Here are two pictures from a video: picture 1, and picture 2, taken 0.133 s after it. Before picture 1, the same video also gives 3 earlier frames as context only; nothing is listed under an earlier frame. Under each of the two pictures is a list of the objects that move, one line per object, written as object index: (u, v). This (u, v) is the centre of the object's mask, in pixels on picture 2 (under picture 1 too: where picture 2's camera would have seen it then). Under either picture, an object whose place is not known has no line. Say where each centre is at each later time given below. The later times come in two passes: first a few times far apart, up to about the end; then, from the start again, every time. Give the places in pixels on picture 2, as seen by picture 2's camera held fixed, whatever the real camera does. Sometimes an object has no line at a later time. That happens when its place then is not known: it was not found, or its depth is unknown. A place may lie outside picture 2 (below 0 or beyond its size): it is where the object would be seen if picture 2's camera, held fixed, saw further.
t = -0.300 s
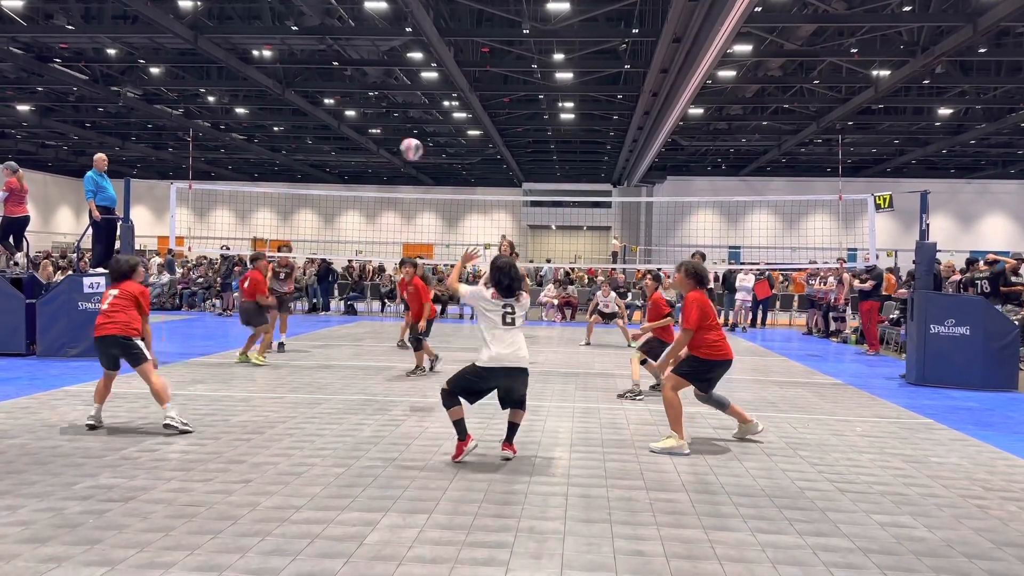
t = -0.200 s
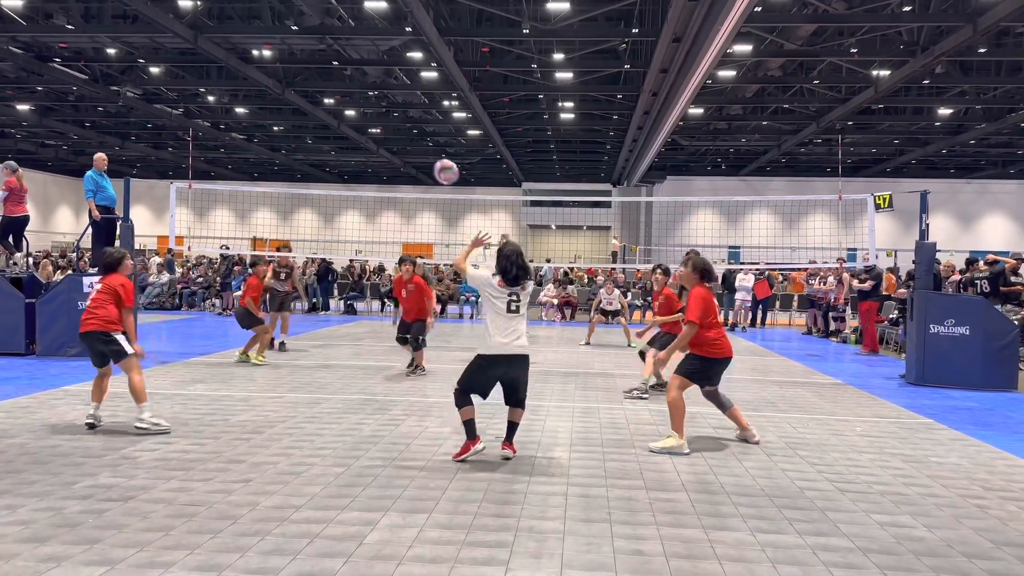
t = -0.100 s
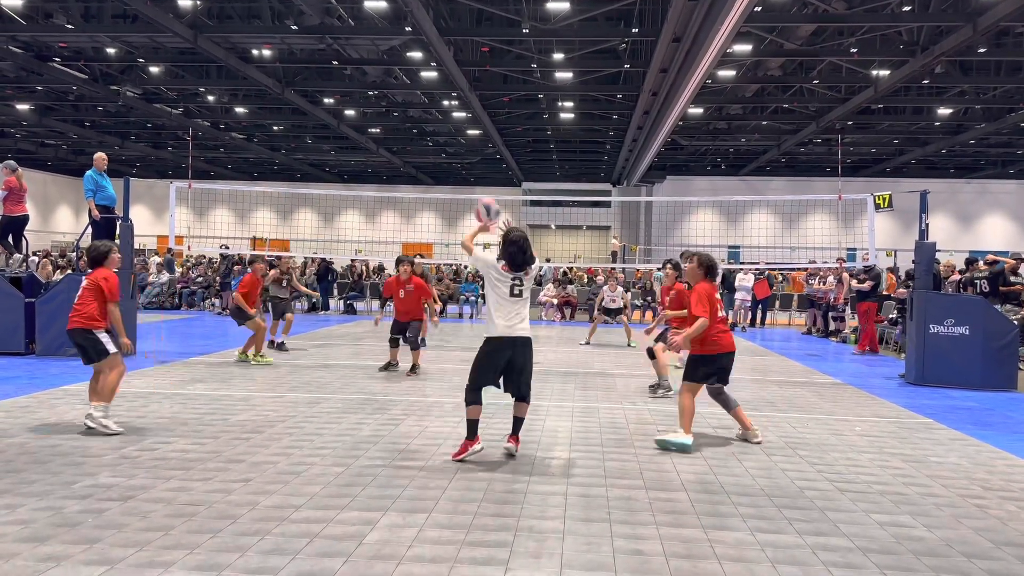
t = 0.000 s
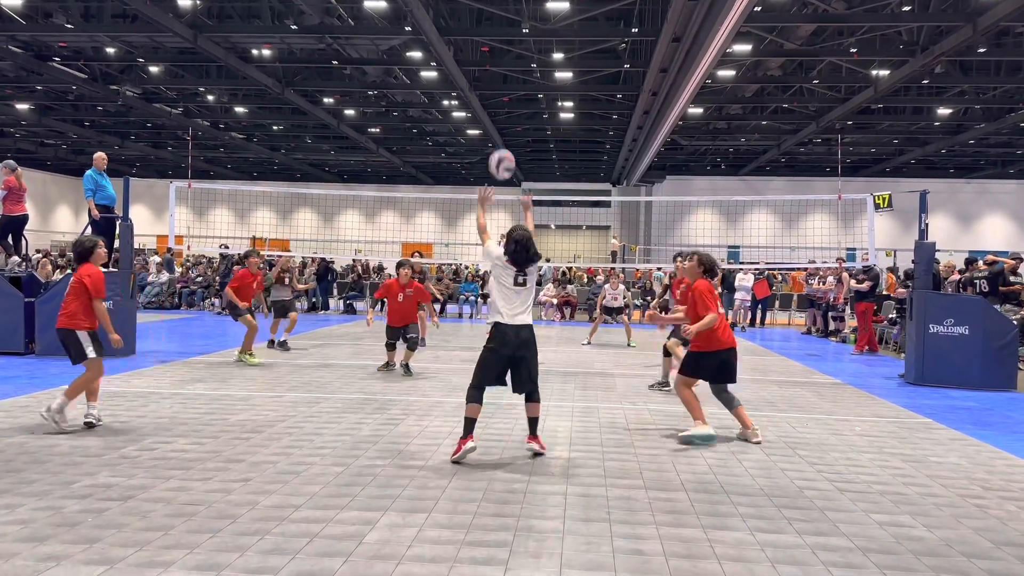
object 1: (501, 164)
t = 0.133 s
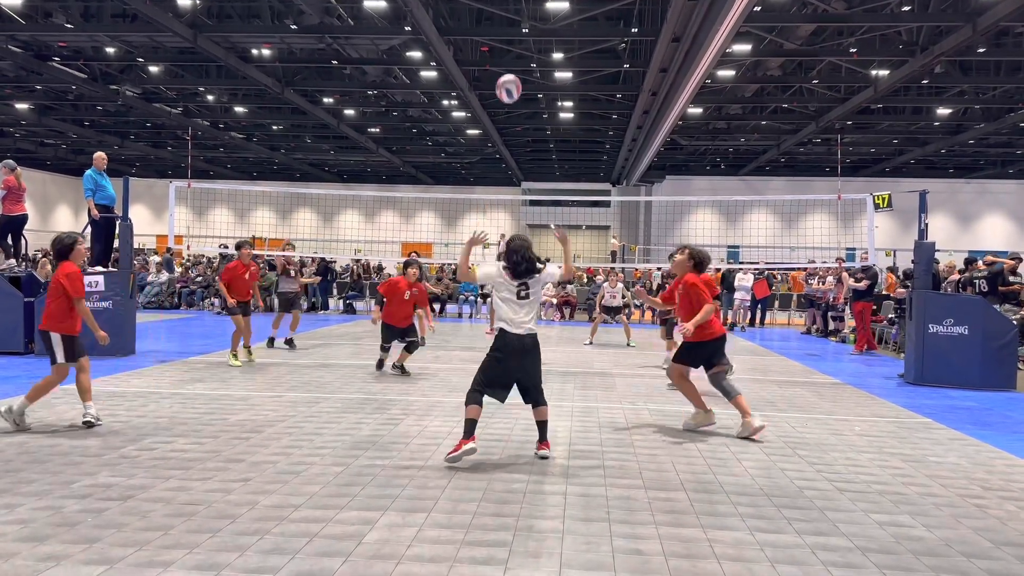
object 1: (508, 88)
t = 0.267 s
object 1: (515, 40)
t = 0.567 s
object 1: (528, 14)
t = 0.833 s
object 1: (534, 71)
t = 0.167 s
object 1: (510, 74)
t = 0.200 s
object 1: (512, 61)
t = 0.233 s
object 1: (514, 49)
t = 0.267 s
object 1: (515, 40)
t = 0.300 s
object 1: (517, 31)
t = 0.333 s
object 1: (518, 25)
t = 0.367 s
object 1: (520, 19)
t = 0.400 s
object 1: (521, 15)
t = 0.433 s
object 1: (523, 13)
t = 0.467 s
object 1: (524, 12)
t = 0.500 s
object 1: (525, 11)
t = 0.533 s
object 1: (526, 12)
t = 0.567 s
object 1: (528, 14)
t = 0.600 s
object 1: (529, 17)
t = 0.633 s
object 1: (529, 22)
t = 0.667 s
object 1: (530, 28)
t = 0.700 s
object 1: (531, 34)
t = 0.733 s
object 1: (532, 42)
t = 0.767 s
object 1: (533, 51)
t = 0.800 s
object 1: (534, 60)
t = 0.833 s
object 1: (534, 71)
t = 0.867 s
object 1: (535, 82)
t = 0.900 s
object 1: (536, 95)
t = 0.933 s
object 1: (536, 108)
